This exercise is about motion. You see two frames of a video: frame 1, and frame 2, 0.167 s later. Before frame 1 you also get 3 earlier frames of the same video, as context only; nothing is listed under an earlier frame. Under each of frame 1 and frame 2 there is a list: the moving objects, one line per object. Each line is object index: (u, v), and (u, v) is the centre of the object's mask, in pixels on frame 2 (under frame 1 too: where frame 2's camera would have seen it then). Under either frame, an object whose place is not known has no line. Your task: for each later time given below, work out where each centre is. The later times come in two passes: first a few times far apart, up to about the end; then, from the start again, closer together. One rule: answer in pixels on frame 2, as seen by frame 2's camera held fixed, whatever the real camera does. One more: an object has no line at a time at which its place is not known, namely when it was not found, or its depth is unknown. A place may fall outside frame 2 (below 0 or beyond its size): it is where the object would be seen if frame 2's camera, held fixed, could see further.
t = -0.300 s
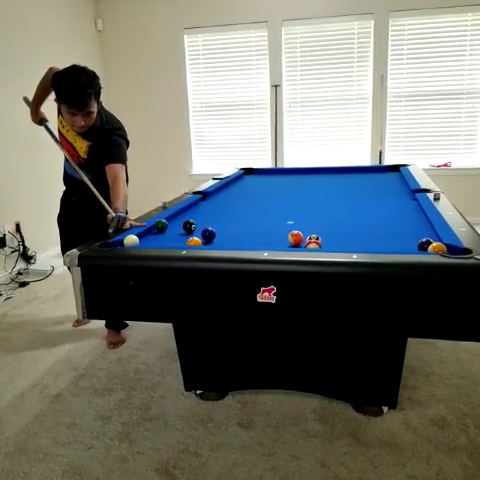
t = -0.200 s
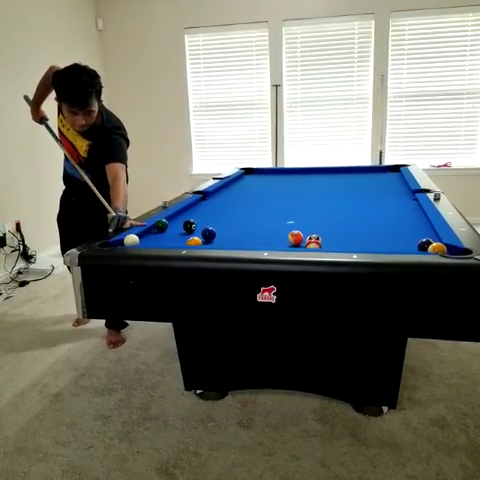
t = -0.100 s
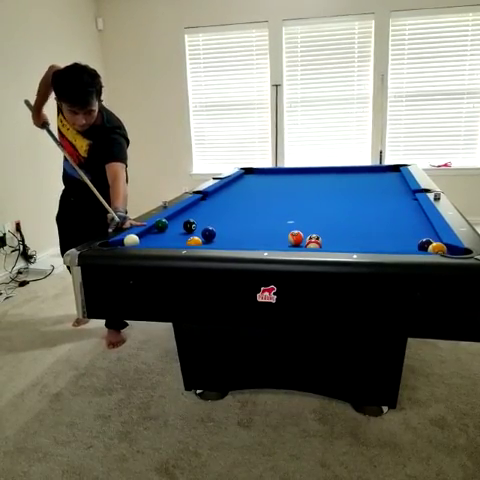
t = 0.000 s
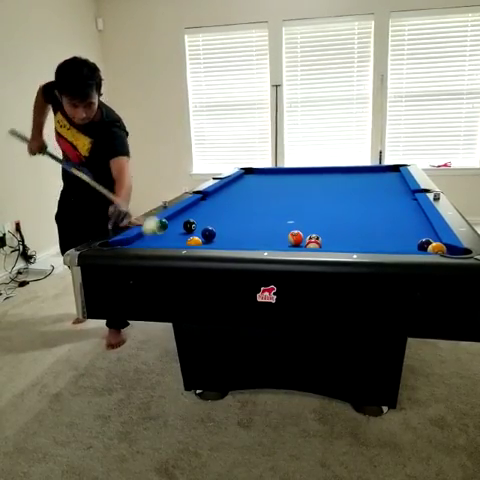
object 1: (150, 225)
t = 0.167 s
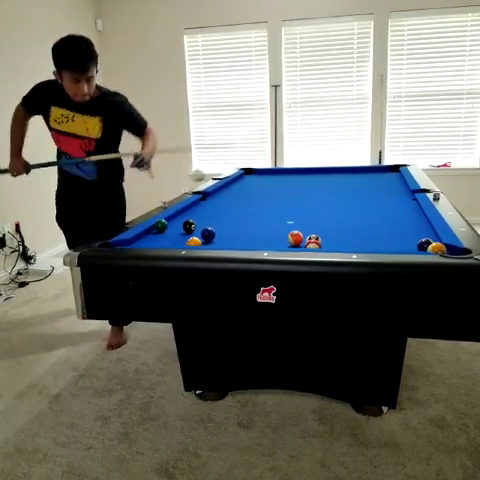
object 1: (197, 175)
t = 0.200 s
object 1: (207, 173)
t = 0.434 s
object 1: (263, 199)
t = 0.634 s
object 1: (301, 195)
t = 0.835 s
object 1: (336, 189)
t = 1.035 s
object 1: (368, 183)
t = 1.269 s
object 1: (396, 176)
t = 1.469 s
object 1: (378, 172)
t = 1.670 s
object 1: (364, 169)
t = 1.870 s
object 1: (345, 170)
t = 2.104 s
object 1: (322, 173)
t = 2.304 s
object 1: (303, 176)
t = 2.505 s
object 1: (283, 178)
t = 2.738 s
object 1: (260, 181)
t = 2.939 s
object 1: (239, 184)
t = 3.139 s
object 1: (229, 186)
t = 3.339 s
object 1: (236, 188)
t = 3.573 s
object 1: (246, 190)
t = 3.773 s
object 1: (254, 192)
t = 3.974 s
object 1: (262, 195)
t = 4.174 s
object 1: (270, 197)
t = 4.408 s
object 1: (281, 199)
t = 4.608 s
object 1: (291, 202)
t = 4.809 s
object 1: (300, 204)
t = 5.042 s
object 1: (312, 207)
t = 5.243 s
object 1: (322, 210)
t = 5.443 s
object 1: (332, 212)
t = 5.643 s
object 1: (342, 215)
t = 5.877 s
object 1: (354, 218)
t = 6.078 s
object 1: (365, 220)
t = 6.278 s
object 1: (375, 223)
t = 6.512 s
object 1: (387, 226)
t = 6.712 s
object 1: (398, 229)
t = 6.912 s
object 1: (408, 231)
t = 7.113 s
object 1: (417, 233)
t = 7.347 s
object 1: (430, 234)
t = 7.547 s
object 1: (427, 235)
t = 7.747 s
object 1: (423, 236)
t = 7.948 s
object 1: (419, 238)
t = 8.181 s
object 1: (415, 240)
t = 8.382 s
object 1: (413, 241)
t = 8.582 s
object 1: (412, 241)
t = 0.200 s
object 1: (207, 173)
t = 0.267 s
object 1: (224, 176)
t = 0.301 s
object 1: (233, 180)
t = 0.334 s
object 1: (241, 188)
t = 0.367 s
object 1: (248, 197)
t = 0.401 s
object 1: (256, 207)
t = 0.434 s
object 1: (263, 199)
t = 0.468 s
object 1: (269, 193)
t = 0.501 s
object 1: (276, 190)
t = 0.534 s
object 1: (282, 189)
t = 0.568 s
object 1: (289, 190)
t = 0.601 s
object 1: (295, 193)
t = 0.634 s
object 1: (301, 195)
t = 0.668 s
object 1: (307, 191)
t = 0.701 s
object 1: (313, 190)
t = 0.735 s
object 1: (318, 191)
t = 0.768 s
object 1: (325, 190)
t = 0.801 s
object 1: (330, 190)
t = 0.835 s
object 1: (336, 189)
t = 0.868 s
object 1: (342, 188)
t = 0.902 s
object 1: (347, 187)
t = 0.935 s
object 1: (353, 185)
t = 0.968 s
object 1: (358, 184)
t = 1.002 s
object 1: (363, 184)
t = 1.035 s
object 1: (368, 183)
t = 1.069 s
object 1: (373, 182)
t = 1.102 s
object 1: (378, 181)
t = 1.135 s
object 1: (383, 180)
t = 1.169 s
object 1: (388, 179)
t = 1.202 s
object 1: (392, 178)
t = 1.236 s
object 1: (397, 177)
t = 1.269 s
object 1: (396, 176)
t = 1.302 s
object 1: (392, 175)
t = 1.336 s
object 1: (389, 175)
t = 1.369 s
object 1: (386, 174)
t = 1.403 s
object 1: (383, 173)
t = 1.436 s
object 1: (381, 173)
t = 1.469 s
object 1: (378, 172)
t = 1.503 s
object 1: (376, 171)
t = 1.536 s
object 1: (373, 171)
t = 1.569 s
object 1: (371, 170)
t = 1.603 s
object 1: (369, 170)
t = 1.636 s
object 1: (366, 169)
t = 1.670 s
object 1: (364, 169)
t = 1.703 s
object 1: (361, 169)
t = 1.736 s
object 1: (358, 169)
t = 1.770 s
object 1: (354, 169)
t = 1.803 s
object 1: (352, 170)
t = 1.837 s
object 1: (348, 170)
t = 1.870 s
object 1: (345, 170)
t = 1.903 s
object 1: (342, 171)
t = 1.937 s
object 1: (339, 171)
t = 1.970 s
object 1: (335, 172)
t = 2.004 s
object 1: (332, 172)
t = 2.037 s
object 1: (329, 173)
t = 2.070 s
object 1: (326, 173)
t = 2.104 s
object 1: (322, 173)
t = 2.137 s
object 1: (319, 174)
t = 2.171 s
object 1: (316, 174)
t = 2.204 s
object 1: (313, 175)
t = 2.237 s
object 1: (309, 175)
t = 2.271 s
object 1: (306, 175)
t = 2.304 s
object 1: (303, 176)
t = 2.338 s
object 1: (300, 176)
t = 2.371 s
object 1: (296, 176)
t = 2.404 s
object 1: (293, 177)
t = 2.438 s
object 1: (290, 177)
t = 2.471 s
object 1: (286, 178)
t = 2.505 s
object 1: (283, 178)
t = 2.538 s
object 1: (280, 179)
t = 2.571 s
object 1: (276, 179)
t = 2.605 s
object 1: (273, 179)
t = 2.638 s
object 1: (270, 180)
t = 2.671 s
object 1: (266, 180)
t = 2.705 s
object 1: (263, 181)
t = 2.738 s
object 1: (260, 181)
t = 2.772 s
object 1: (256, 181)
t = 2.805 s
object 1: (253, 182)
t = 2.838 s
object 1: (249, 182)
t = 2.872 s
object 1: (246, 183)
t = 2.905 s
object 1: (242, 183)
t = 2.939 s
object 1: (239, 184)
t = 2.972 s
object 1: (235, 184)
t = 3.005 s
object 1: (232, 184)
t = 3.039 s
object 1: (228, 185)
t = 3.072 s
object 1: (226, 185)
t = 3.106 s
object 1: (227, 185)
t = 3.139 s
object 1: (229, 186)
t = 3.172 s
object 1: (230, 186)
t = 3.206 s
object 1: (231, 187)
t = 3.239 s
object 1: (232, 187)
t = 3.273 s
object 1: (234, 187)
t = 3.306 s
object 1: (235, 188)
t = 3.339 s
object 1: (236, 188)
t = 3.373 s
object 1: (237, 188)
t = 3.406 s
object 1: (239, 188)
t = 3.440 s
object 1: (240, 189)
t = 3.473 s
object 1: (242, 189)
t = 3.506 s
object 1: (243, 190)
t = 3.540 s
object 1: (244, 190)
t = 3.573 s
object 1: (246, 190)
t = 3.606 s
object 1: (247, 191)
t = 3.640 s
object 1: (248, 191)
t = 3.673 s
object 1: (250, 191)
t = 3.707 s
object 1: (251, 192)
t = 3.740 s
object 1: (252, 192)
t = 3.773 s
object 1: (254, 192)
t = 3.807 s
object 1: (255, 193)
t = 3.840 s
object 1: (256, 193)
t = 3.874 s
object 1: (258, 194)
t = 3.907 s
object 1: (259, 194)
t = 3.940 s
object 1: (261, 194)
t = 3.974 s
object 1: (262, 195)
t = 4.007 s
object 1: (263, 195)
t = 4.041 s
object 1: (265, 195)
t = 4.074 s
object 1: (266, 196)
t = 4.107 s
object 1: (268, 196)
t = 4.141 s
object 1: (269, 196)
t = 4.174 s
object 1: (270, 197)
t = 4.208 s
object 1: (272, 197)
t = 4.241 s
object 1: (274, 197)
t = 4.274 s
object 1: (275, 198)
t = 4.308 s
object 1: (277, 198)
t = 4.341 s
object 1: (278, 199)
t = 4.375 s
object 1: (280, 199)
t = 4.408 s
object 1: (281, 199)
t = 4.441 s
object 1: (283, 200)
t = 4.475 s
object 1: (284, 200)
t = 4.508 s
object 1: (286, 201)
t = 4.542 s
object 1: (287, 201)
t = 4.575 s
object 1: (289, 201)
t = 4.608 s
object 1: (291, 202)
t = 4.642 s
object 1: (292, 202)
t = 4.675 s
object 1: (294, 203)
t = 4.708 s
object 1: (296, 203)
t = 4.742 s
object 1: (297, 204)
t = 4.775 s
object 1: (299, 204)
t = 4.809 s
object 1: (300, 204)
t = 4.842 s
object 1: (302, 205)
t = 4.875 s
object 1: (304, 205)
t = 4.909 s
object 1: (305, 206)
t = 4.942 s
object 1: (307, 206)
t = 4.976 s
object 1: (308, 207)
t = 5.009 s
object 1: (310, 207)
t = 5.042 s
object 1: (312, 207)
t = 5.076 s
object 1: (313, 208)
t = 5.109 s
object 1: (315, 208)
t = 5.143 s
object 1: (316, 208)
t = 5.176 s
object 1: (319, 209)
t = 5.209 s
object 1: (320, 209)
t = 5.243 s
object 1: (322, 210)
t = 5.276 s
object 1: (323, 210)
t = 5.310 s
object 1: (325, 211)
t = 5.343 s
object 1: (327, 211)
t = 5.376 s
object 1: (328, 211)
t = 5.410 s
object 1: (330, 212)
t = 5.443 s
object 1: (332, 212)
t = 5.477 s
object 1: (334, 213)
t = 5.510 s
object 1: (335, 213)
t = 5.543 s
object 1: (337, 214)
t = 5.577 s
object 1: (339, 214)
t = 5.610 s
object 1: (341, 214)
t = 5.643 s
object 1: (342, 215)
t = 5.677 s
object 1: (344, 215)
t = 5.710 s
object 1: (346, 216)
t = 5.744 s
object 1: (348, 216)
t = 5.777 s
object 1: (349, 217)
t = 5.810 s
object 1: (351, 217)
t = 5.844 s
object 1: (353, 217)
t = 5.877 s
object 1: (354, 218)
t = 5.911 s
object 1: (356, 218)
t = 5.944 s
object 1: (358, 219)
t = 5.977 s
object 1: (359, 219)
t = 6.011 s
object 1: (361, 219)
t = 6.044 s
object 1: (363, 220)
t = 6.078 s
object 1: (365, 220)
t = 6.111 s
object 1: (366, 221)
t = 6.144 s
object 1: (368, 221)
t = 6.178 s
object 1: (370, 222)
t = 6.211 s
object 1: (372, 222)
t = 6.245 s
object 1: (374, 223)
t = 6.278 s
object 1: (375, 223)
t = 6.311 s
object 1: (377, 224)
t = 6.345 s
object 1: (379, 224)
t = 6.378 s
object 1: (381, 224)
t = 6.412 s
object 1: (382, 225)
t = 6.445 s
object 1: (384, 225)
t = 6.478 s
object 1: (385, 226)
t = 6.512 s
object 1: (387, 226)
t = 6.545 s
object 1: (389, 227)
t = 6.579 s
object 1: (391, 227)
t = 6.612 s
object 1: (393, 227)
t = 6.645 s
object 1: (394, 228)
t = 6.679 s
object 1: (396, 228)
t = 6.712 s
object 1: (398, 229)
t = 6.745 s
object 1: (399, 229)
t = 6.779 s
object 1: (401, 229)
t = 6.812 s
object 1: (403, 230)
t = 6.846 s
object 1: (404, 230)
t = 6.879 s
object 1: (406, 231)
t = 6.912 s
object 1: (408, 231)
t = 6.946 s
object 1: (409, 231)
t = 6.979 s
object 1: (411, 232)
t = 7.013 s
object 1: (413, 233)
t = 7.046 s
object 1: (415, 233)
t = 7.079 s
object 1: (416, 233)
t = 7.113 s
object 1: (417, 233)
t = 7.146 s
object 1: (419, 233)
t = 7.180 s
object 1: (421, 233)
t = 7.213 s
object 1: (423, 233)
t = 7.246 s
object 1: (424, 234)
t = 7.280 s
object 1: (426, 234)
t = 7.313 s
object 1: (427, 234)
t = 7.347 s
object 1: (430, 234)
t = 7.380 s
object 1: (429, 235)
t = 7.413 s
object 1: (429, 235)
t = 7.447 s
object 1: (428, 235)
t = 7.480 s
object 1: (428, 235)
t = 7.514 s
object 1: (427, 235)
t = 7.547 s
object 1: (427, 235)
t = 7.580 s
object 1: (426, 235)
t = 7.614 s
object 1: (426, 235)
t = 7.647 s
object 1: (425, 235)
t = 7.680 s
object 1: (425, 236)
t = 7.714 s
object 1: (424, 236)
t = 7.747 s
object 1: (423, 236)
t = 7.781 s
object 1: (422, 237)
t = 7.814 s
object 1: (422, 237)
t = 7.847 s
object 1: (421, 237)
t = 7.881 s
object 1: (420, 238)
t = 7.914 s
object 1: (420, 238)
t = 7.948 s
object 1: (419, 238)
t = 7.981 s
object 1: (419, 238)
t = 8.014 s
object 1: (418, 239)
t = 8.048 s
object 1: (417, 239)
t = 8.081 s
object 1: (417, 240)
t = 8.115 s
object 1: (416, 240)
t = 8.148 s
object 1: (416, 240)
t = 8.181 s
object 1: (415, 240)
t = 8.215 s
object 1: (415, 240)
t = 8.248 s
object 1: (415, 240)
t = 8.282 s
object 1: (414, 241)
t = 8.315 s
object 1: (414, 241)
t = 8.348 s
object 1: (414, 241)
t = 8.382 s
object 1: (413, 241)
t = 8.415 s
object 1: (413, 241)
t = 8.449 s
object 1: (413, 241)
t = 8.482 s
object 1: (413, 241)
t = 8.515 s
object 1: (413, 241)
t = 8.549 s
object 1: (412, 241)
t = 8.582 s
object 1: (412, 241)
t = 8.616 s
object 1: (412, 242)
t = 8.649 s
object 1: (412, 242)
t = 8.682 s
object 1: (412, 241)
